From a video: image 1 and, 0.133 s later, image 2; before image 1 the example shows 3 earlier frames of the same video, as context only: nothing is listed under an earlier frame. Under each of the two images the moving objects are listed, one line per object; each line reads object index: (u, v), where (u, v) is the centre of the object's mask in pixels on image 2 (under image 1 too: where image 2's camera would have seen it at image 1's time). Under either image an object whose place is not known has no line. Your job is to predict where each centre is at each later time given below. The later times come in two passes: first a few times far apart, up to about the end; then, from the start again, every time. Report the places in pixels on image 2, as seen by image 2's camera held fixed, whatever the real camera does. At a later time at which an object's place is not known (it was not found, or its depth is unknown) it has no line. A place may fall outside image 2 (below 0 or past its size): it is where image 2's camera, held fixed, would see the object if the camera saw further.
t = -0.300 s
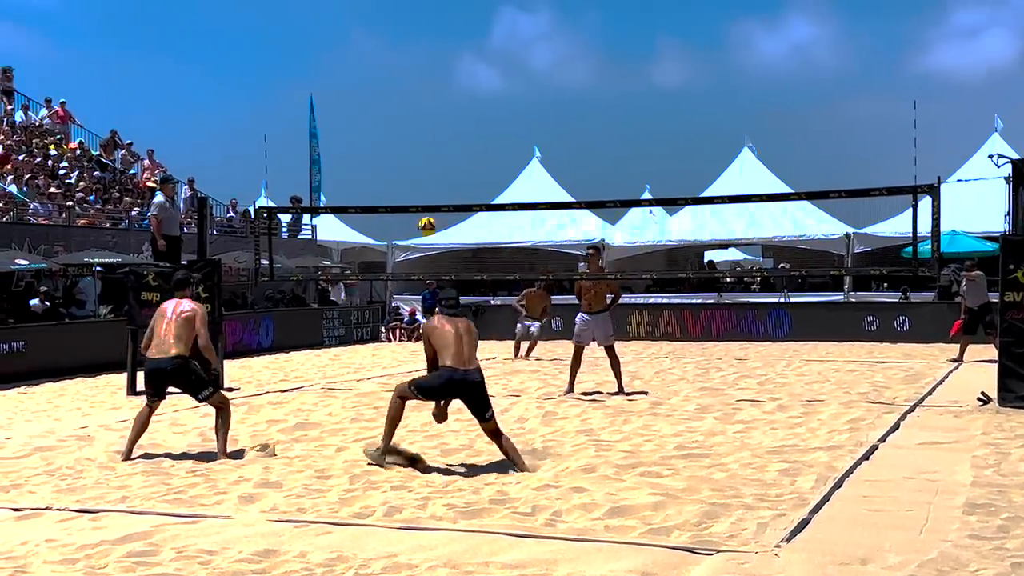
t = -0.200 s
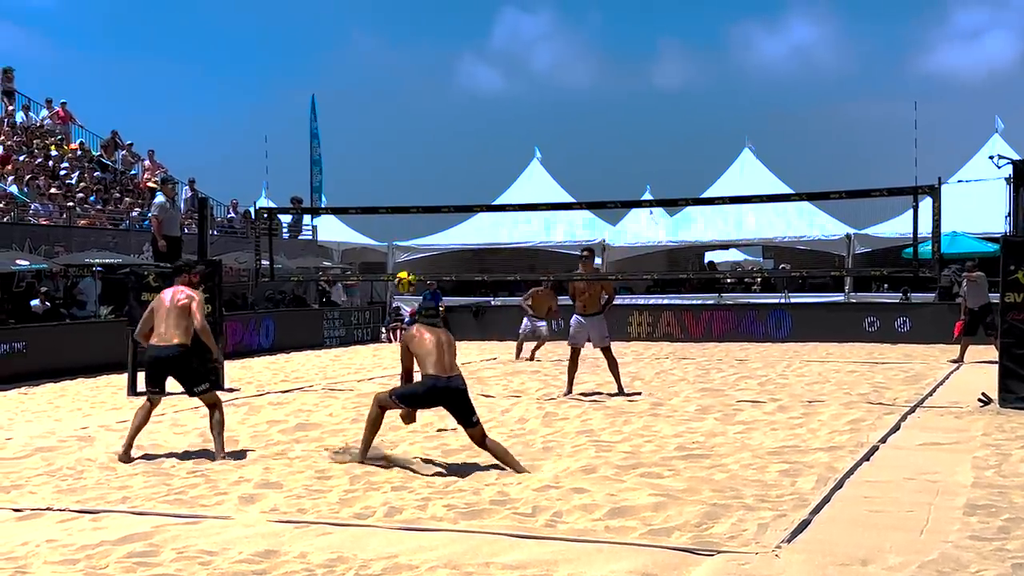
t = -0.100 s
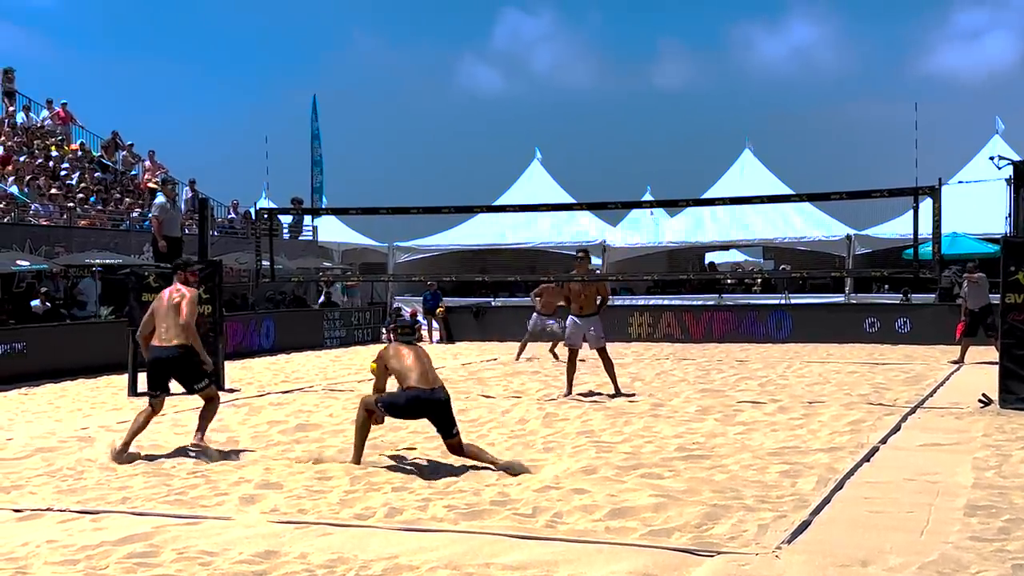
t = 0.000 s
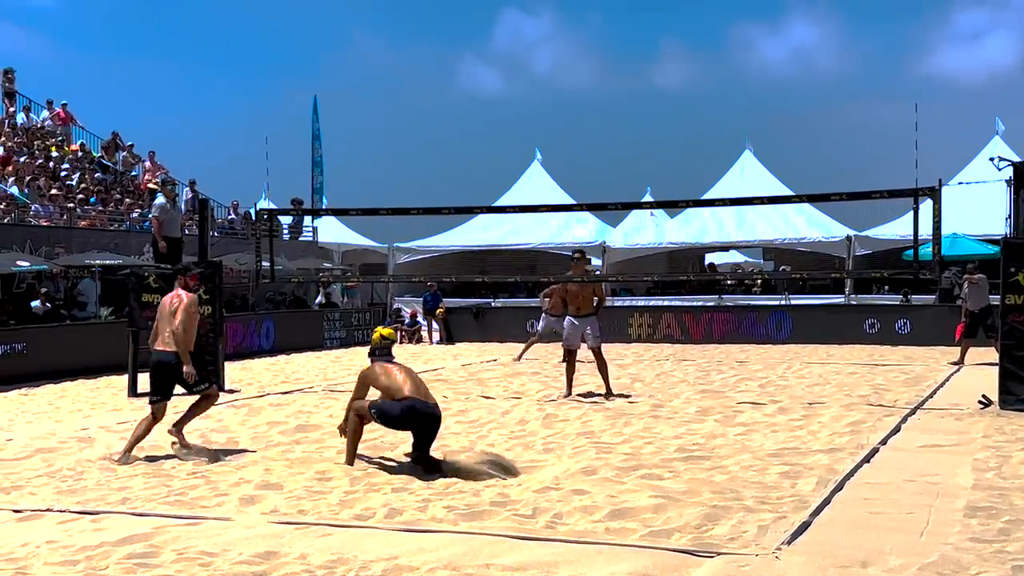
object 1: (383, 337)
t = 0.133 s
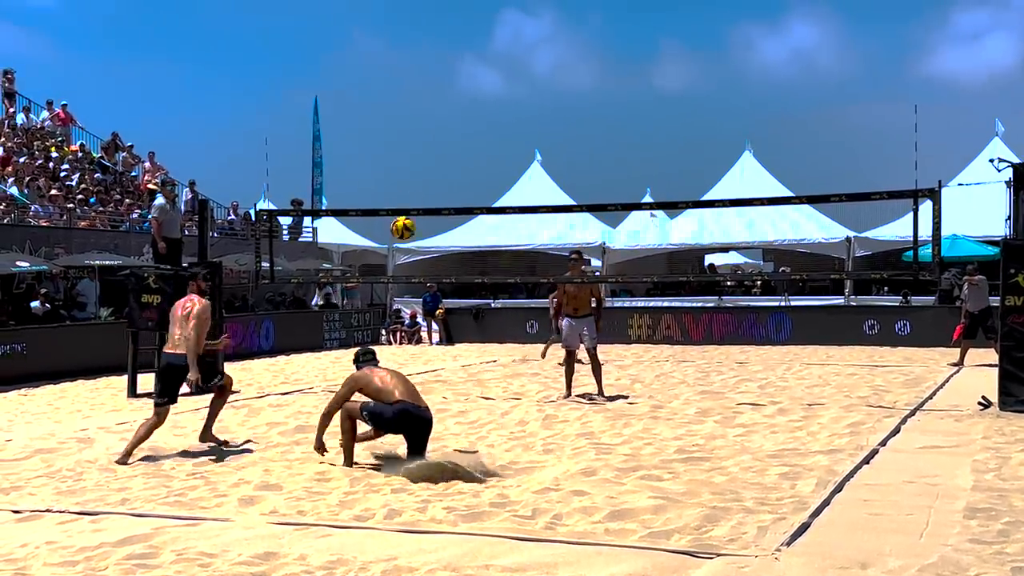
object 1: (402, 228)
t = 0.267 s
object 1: (421, 144)
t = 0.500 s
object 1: (453, 52)
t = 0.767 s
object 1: (488, 25)
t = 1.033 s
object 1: (522, 73)
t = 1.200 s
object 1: (542, 137)
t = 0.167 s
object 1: (408, 204)
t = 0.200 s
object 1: (412, 183)
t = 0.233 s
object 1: (417, 163)
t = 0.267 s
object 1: (421, 144)
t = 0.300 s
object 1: (426, 127)
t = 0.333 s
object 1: (431, 111)
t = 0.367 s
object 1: (434, 96)
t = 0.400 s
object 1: (439, 83)
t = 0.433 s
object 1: (444, 71)
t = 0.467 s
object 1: (448, 61)
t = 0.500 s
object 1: (453, 52)
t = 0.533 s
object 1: (458, 44)
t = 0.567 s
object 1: (462, 38)
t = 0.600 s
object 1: (466, 32)
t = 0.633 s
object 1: (471, 28)
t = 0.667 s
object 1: (475, 26)
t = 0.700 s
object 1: (480, 25)
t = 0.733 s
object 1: (484, 24)
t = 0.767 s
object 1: (488, 25)
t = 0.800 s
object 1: (493, 27)
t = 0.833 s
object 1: (497, 30)
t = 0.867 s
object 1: (501, 35)
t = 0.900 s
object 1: (505, 41)
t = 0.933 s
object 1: (509, 46)
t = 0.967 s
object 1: (513, 55)
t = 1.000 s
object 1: (518, 63)
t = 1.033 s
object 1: (522, 73)
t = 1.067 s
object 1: (526, 84)
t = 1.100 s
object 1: (530, 96)
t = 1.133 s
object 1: (534, 108)
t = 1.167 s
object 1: (538, 122)
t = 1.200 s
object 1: (542, 137)
